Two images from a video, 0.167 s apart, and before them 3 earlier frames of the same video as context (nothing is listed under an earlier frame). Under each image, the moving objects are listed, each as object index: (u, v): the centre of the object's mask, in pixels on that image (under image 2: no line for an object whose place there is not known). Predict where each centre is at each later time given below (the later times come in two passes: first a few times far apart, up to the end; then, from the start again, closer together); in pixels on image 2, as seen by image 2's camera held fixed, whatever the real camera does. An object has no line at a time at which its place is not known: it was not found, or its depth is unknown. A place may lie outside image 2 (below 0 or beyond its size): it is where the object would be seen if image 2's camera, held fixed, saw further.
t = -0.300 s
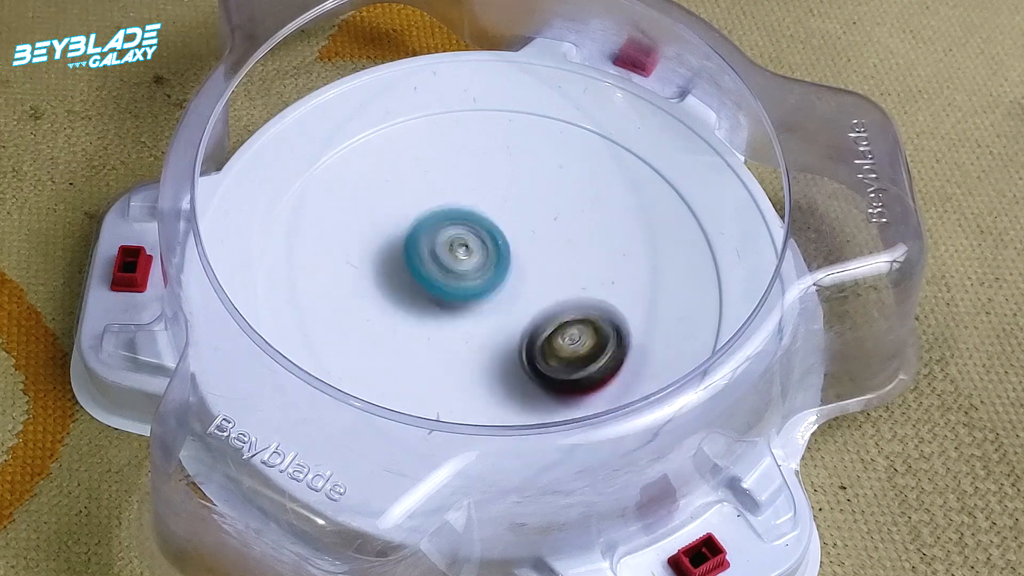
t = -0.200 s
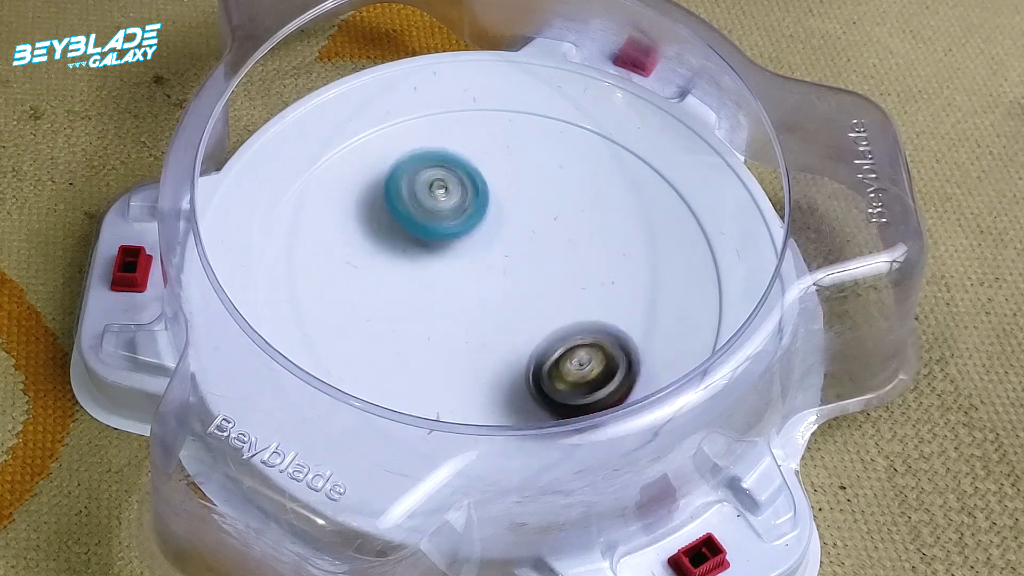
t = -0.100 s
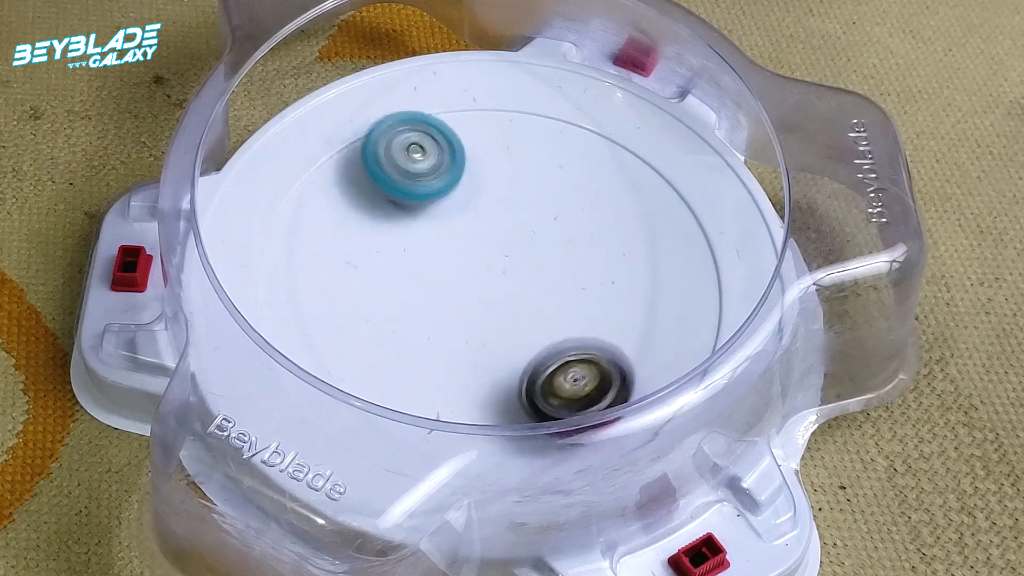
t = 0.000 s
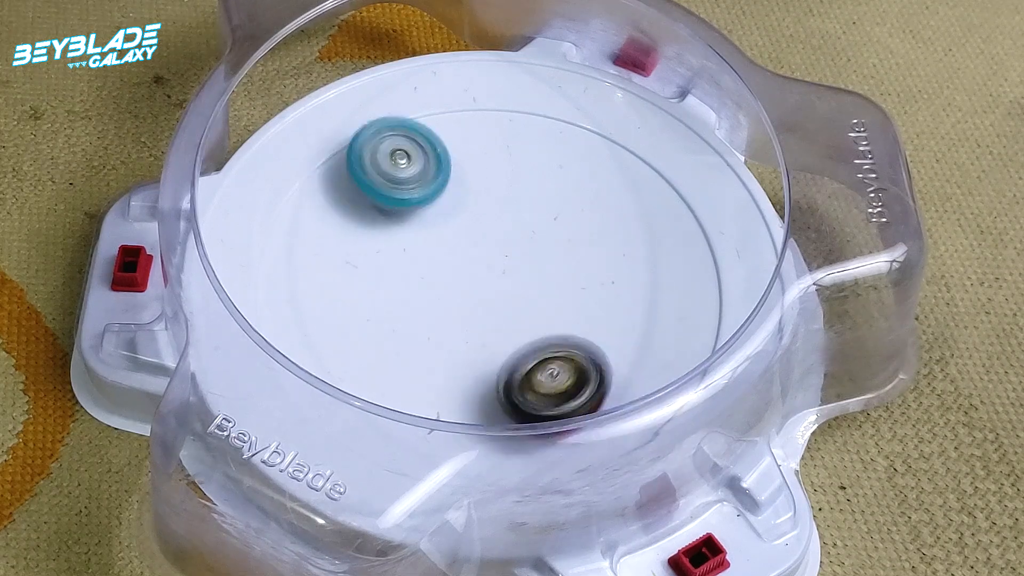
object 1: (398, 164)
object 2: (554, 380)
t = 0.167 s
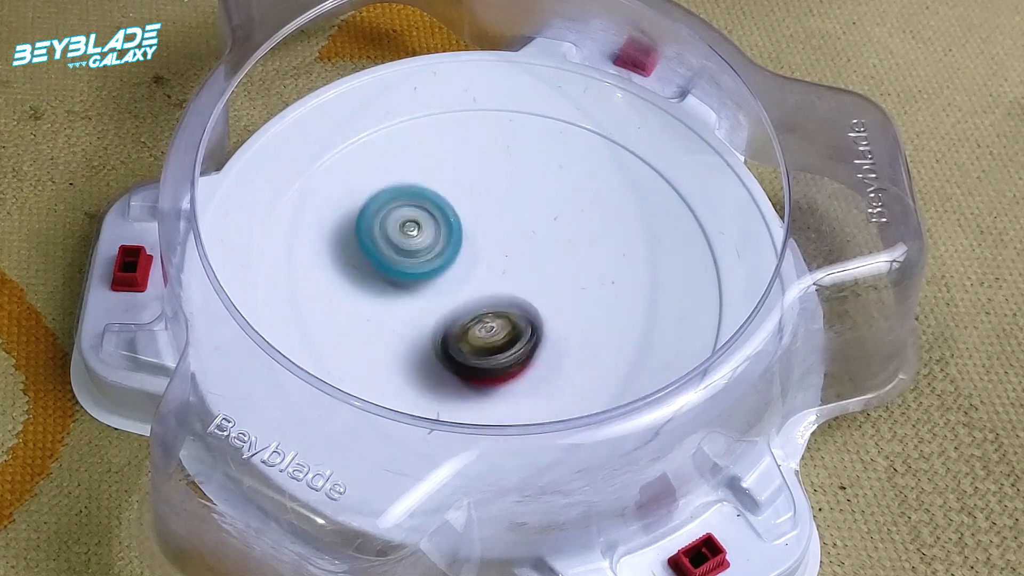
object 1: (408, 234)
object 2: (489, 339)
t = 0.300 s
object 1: (403, 174)
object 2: (470, 390)
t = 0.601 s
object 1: (387, 180)
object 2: (472, 412)
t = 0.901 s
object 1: (503, 279)
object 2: (357, 325)
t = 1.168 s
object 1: (613, 277)
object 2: (305, 340)
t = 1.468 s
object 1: (547, 211)
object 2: (438, 245)
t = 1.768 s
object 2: (264, 227)
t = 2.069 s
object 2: (378, 409)
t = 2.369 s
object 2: (509, 433)
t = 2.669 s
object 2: (505, 151)
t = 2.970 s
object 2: (268, 197)
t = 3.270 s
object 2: (567, 341)
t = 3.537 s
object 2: (652, 138)
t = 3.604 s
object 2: (610, 108)
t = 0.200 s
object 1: (416, 247)
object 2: (475, 327)
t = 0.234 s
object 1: (414, 222)
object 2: (474, 344)
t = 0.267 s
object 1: (407, 199)
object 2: (475, 372)
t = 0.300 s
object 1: (403, 174)
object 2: (470, 390)
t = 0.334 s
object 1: (400, 156)
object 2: (463, 415)
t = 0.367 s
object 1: (398, 142)
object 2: (455, 434)
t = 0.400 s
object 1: (395, 135)
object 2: (454, 436)
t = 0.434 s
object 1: (393, 133)
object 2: (455, 439)
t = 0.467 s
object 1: (391, 137)
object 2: (459, 437)
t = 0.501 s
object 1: (389, 143)
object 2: (464, 435)
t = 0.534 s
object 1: (387, 153)
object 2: (470, 427)
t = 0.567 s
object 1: (386, 166)
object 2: (472, 420)
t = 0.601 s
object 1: (387, 180)
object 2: (472, 412)
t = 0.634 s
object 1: (392, 193)
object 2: (469, 403)
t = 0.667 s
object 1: (399, 207)
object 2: (463, 393)
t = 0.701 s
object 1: (407, 220)
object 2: (455, 381)
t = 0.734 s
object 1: (420, 233)
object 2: (443, 372)
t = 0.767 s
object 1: (434, 244)
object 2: (429, 362)
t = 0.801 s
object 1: (450, 253)
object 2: (413, 350)
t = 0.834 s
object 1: (466, 266)
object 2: (394, 340)
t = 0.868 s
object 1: (484, 274)
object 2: (376, 332)
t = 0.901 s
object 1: (503, 279)
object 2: (357, 325)
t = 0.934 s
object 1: (521, 288)
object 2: (340, 318)
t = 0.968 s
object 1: (539, 292)
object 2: (323, 316)
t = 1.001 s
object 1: (555, 296)
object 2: (308, 315)
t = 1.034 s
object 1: (570, 296)
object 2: (298, 315)
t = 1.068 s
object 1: (584, 297)
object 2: (285, 322)
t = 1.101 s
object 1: (596, 293)
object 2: (288, 325)
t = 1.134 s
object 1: (607, 289)
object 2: (295, 333)
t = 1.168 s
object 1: (613, 277)
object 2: (305, 340)
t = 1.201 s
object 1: (617, 272)
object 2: (315, 349)
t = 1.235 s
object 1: (618, 260)
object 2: (328, 357)
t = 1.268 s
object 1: (617, 253)
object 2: (349, 360)
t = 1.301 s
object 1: (612, 243)
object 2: (372, 356)
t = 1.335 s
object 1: (603, 231)
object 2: (395, 344)
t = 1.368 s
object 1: (593, 225)
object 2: (414, 324)
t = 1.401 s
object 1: (579, 218)
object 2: (428, 300)
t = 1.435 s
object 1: (562, 215)
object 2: (436, 274)
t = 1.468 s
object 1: (547, 211)
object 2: (438, 245)
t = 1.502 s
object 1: (539, 210)
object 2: (426, 217)
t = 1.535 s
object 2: (392, 192)
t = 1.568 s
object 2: (353, 173)
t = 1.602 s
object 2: (312, 157)
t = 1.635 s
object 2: (280, 148)
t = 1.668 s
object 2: (254, 154)
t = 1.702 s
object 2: (252, 174)
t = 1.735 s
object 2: (255, 201)
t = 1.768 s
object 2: (264, 227)
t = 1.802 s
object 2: (284, 260)
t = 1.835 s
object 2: (315, 293)
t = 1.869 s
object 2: (356, 319)
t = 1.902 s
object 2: (408, 336)
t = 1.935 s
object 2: (457, 341)
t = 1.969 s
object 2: (475, 344)
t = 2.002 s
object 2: (438, 366)
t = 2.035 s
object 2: (400, 401)
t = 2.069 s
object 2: (378, 409)
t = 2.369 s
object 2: (509, 433)
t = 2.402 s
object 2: (543, 411)
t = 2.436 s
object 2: (568, 379)
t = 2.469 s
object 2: (585, 351)
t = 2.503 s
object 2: (592, 316)
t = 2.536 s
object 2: (592, 279)
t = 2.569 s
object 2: (580, 241)
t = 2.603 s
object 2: (561, 209)
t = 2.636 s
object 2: (534, 178)
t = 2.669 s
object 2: (505, 151)
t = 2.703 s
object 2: (471, 130)
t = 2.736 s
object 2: (435, 116)
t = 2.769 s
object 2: (399, 109)
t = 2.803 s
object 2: (359, 112)
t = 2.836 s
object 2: (324, 118)
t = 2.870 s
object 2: (291, 123)
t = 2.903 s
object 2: (267, 139)
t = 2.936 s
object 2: (261, 168)
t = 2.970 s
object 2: (268, 197)
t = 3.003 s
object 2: (280, 231)
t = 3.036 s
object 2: (301, 264)
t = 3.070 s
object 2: (326, 297)
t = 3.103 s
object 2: (358, 323)
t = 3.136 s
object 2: (402, 341)
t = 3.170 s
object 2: (442, 351)
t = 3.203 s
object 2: (487, 354)
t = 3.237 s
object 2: (526, 352)
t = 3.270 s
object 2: (567, 341)
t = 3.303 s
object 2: (600, 327)
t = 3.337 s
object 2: (631, 305)
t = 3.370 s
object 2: (654, 280)
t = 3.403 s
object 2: (672, 251)
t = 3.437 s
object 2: (682, 223)
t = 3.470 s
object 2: (684, 191)
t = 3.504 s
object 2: (673, 162)
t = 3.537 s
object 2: (652, 138)
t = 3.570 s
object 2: (633, 119)
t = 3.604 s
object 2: (610, 108)
